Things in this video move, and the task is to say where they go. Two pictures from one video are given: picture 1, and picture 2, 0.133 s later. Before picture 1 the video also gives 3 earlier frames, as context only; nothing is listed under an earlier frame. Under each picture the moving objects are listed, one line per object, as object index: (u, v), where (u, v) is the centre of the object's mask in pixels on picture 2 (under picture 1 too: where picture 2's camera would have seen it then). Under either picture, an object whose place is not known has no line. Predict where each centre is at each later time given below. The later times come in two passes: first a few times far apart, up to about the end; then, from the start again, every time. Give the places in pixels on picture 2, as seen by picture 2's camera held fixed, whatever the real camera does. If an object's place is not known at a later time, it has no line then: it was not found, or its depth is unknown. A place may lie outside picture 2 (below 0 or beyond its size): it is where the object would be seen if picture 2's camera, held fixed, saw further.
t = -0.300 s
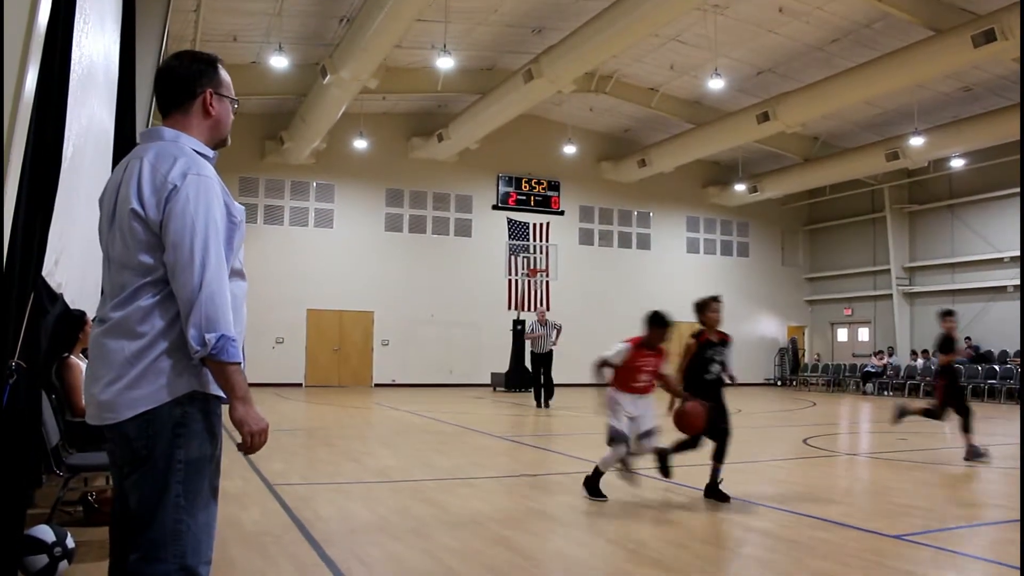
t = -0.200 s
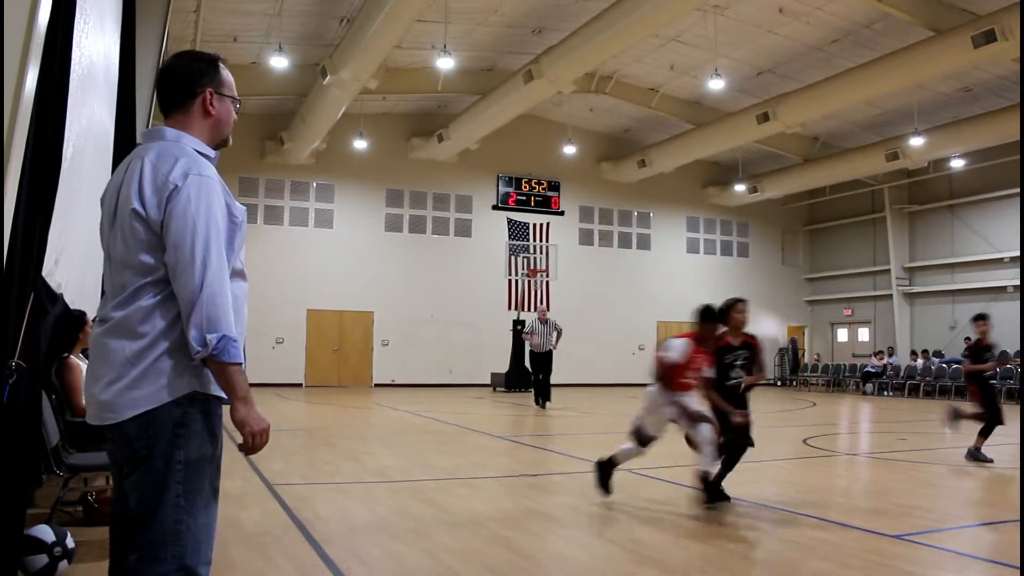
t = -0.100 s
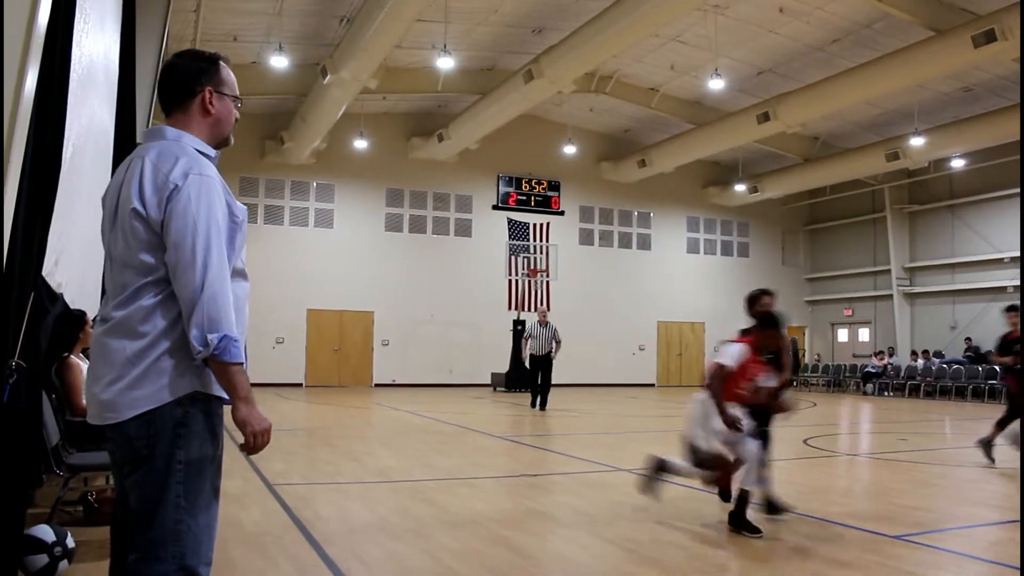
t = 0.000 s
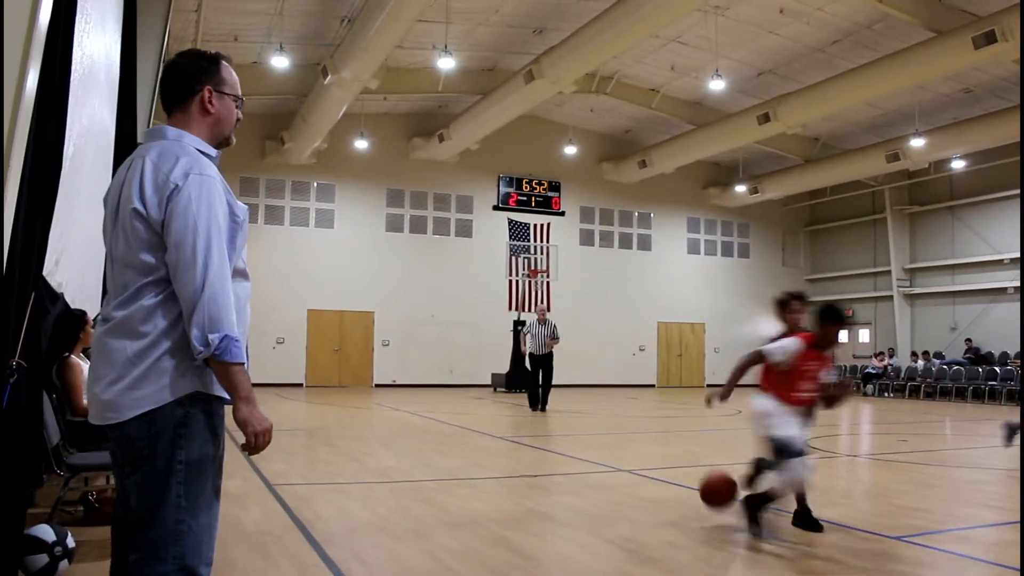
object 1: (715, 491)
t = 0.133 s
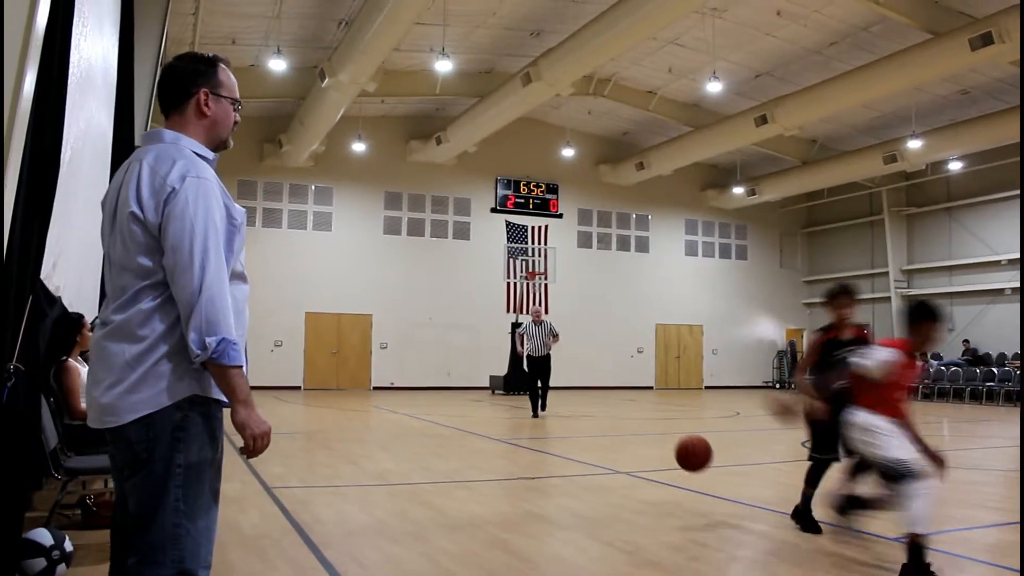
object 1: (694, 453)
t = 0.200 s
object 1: (682, 445)
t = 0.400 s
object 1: (652, 460)
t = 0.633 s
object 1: (622, 456)
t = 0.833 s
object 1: (602, 448)
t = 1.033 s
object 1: (583, 457)
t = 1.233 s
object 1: (567, 443)
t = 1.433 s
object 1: (551, 447)
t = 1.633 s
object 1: (538, 442)
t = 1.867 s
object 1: (523, 436)
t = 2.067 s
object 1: (512, 434)
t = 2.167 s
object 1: (507, 434)
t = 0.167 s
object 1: (688, 448)
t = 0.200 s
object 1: (682, 445)
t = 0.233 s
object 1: (677, 444)
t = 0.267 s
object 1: (672, 444)
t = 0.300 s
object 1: (667, 446)
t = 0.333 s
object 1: (662, 449)
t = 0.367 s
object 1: (657, 454)
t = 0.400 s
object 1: (652, 460)
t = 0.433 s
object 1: (647, 468)
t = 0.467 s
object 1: (642, 477)
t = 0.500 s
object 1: (637, 488)
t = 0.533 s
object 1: (633, 480)
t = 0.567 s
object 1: (629, 470)
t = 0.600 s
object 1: (625, 462)
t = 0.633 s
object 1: (622, 456)
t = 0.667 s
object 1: (619, 450)
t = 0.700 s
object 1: (615, 447)
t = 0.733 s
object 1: (612, 445)
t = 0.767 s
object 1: (609, 445)
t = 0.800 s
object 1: (606, 445)
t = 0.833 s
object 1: (602, 448)
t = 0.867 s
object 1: (599, 451)
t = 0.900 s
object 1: (596, 456)
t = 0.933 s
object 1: (593, 462)
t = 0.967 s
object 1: (590, 469)
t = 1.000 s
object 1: (586, 464)
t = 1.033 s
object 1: (583, 457)
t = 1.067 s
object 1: (580, 451)
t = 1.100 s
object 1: (578, 447)
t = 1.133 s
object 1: (575, 444)
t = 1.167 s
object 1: (572, 442)
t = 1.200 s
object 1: (569, 442)
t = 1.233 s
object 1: (567, 443)
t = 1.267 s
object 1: (564, 445)
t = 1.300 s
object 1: (562, 448)
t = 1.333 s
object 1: (559, 452)
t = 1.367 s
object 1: (556, 457)
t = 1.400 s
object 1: (554, 451)
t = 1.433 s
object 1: (551, 447)
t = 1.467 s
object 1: (549, 443)
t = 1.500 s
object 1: (547, 440)
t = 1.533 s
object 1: (545, 439)
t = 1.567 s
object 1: (542, 438)
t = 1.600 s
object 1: (540, 440)
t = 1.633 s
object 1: (538, 442)
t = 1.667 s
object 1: (536, 445)
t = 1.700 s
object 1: (533, 448)
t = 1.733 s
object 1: (531, 444)
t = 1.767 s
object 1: (529, 440)
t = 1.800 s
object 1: (527, 438)
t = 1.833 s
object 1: (525, 436)
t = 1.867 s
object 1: (523, 436)
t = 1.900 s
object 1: (521, 437)
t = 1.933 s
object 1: (519, 438)
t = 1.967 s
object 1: (517, 441)
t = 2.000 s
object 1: (515, 440)
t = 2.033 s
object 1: (514, 437)
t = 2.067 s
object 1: (512, 434)
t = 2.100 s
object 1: (510, 433)
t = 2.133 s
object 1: (509, 433)
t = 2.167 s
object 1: (507, 434)
